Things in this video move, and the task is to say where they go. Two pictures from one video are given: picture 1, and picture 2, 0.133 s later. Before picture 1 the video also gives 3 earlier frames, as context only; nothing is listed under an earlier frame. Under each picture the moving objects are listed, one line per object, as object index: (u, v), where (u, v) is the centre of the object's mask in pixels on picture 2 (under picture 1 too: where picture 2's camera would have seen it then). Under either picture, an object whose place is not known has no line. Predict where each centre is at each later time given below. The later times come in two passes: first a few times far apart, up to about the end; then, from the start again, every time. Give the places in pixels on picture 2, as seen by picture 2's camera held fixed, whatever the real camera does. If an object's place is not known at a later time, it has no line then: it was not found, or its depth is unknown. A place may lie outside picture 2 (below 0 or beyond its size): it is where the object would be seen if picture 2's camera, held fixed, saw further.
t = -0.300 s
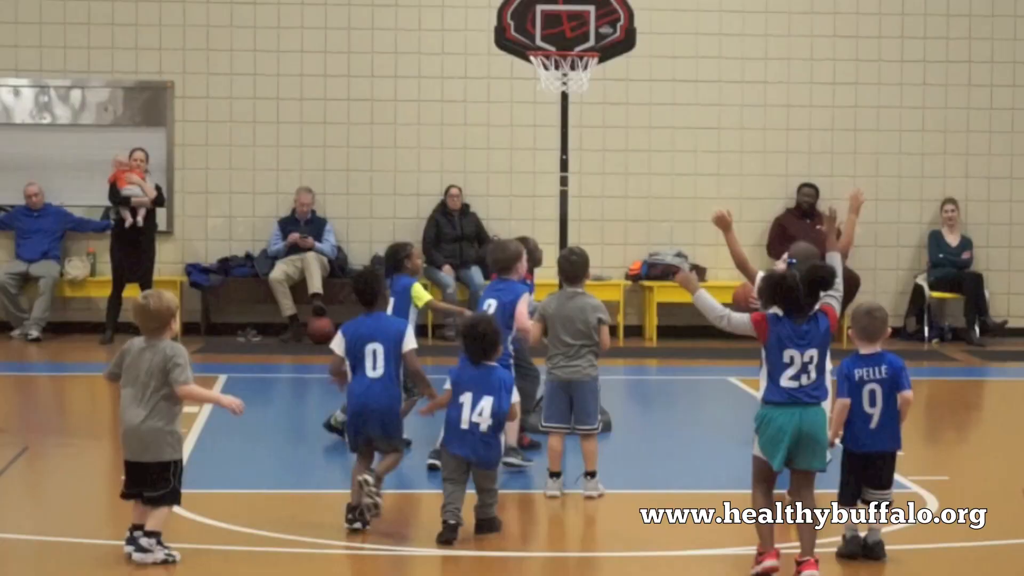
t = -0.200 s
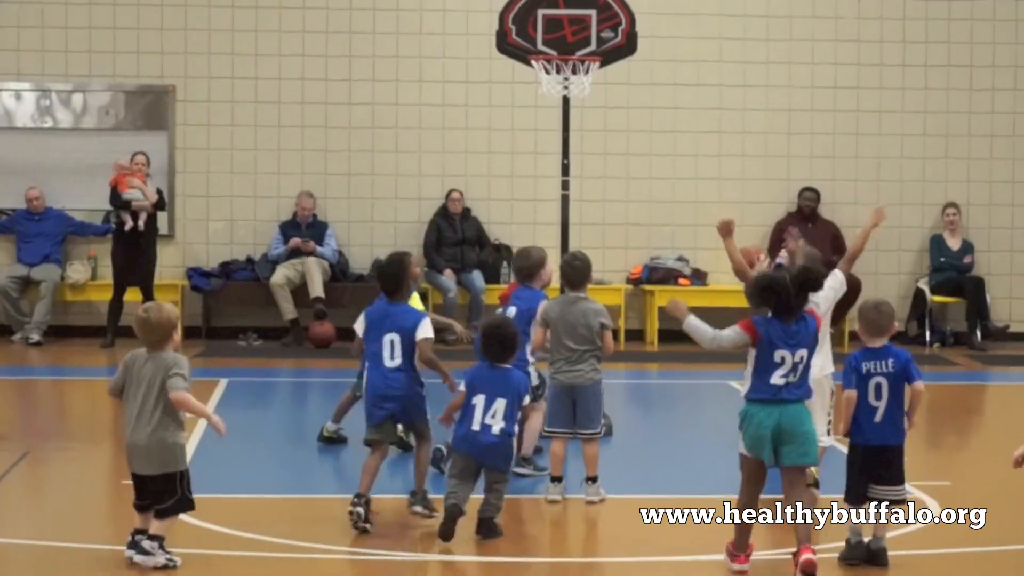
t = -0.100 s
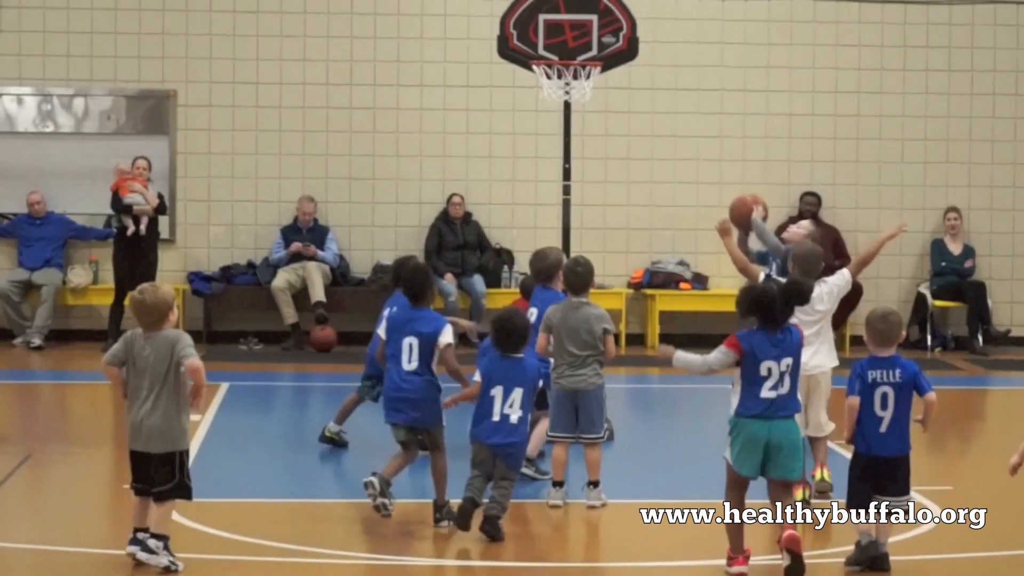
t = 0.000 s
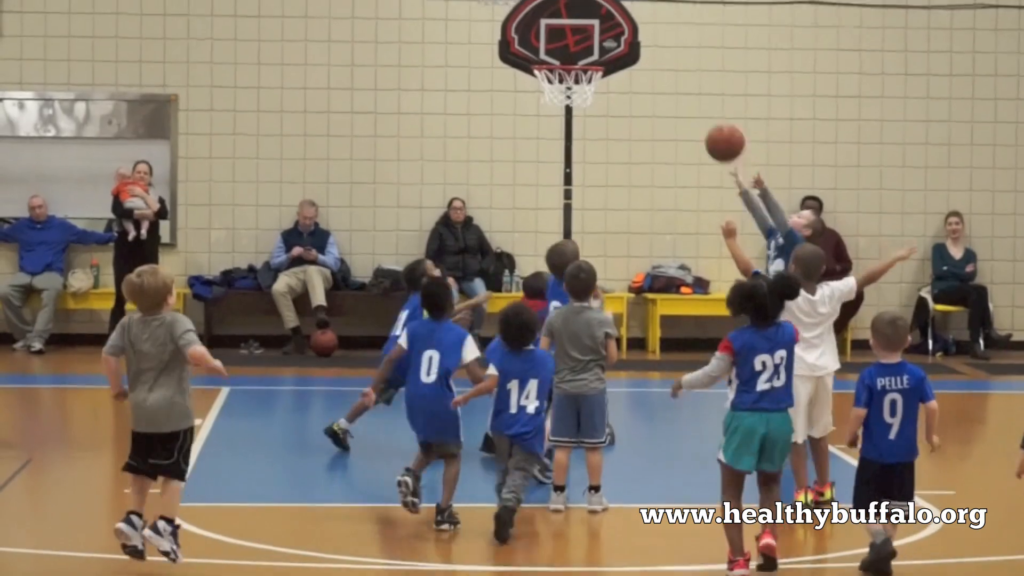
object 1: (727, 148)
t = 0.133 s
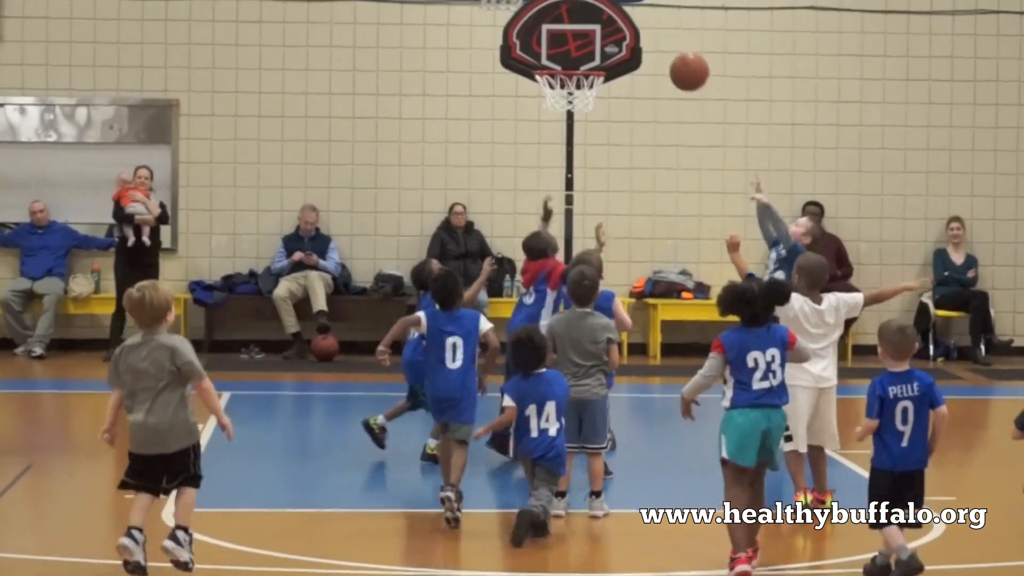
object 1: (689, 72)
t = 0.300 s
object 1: (643, 19)
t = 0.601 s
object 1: (555, 48)
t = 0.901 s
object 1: (579, 61)
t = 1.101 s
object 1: (572, 114)
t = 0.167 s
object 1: (680, 57)
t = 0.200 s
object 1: (671, 45)
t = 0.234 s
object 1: (661, 34)
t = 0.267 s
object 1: (652, 26)
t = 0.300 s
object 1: (643, 19)
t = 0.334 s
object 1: (633, 14)
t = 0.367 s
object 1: (623, 13)
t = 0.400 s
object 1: (614, 12)
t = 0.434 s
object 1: (605, 13)
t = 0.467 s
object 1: (596, 16)
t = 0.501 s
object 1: (585, 21)
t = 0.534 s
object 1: (576, 28)
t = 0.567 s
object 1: (565, 37)
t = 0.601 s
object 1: (555, 48)
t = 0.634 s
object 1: (548, 57)
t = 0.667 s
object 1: (556, 56)
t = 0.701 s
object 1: (564, 56)
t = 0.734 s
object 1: (572, 57)
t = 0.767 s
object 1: (580, 59)
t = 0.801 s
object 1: (581, 59)
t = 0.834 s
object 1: (580, 59)
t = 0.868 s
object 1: (580, 59)
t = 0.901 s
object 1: (579, 61)
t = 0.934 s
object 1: (578, 64)
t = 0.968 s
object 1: (577, 65)
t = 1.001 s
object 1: (576, 81)
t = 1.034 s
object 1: (575, 83)
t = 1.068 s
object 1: (573, 111)
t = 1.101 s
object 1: (572, 114)
